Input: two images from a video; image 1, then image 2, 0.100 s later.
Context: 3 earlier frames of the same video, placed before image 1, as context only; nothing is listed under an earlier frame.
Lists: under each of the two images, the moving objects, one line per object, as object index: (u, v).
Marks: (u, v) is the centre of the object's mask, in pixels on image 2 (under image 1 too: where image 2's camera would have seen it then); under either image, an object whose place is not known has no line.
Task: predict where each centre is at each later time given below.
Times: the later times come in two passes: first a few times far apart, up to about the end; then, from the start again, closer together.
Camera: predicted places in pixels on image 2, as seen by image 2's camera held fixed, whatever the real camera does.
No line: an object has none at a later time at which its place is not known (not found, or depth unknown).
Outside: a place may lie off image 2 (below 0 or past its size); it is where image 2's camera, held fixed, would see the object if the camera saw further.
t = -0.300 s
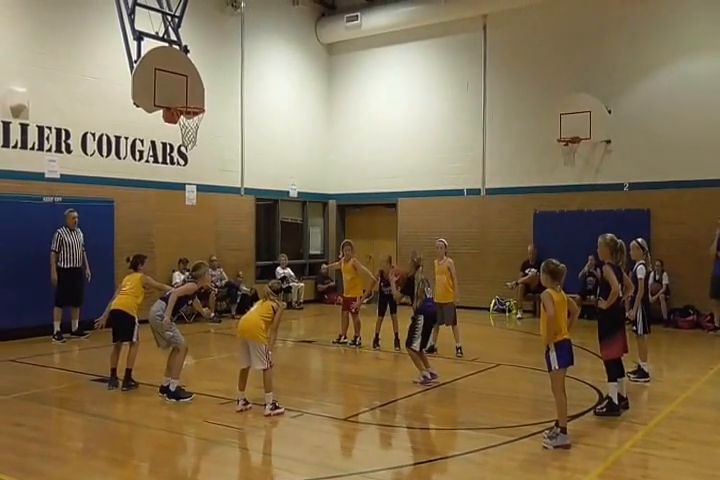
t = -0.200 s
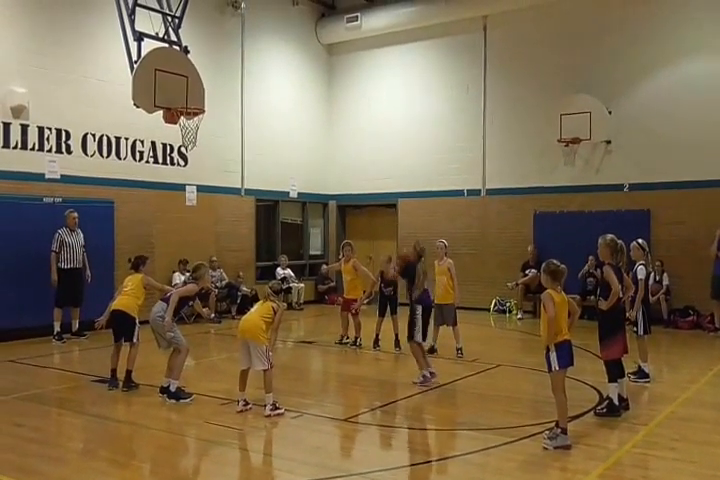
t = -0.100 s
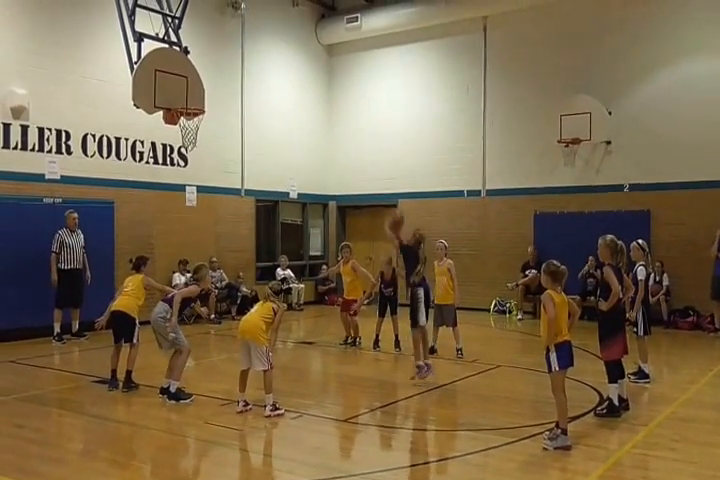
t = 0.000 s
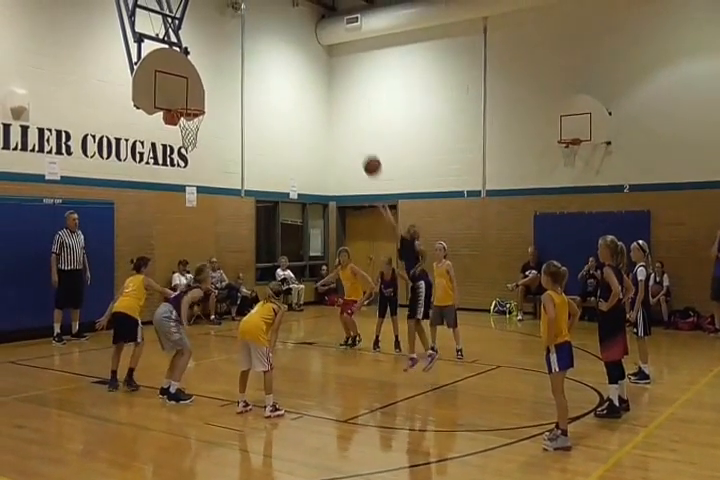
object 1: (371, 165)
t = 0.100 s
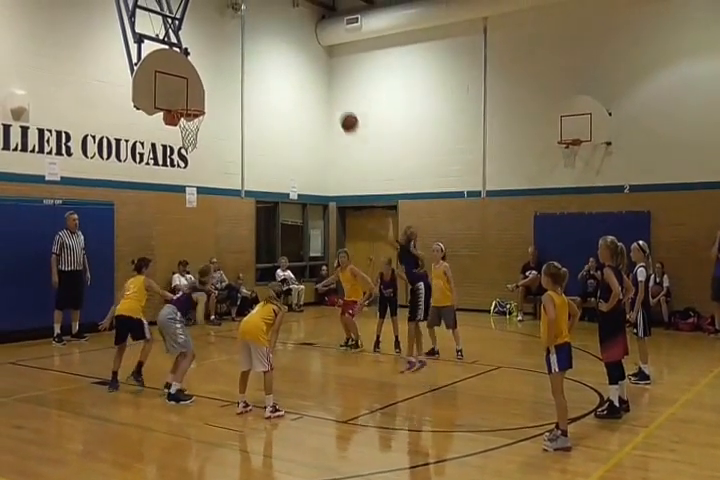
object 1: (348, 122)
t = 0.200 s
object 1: (327, 89)
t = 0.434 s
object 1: (279, 47)
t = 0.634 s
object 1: (241, 50)
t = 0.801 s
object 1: (212, 77)
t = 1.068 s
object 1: (180, 131)
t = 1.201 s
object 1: (178, 139)
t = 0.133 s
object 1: (341, 109)
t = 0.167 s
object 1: (334, 99)
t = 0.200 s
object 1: (327, 89)
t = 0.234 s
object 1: (320, 80)
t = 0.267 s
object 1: (313, 72)
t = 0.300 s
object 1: (306, 65)
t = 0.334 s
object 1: (299, 59)
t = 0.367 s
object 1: (292, 54)
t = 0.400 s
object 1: (286, 50)
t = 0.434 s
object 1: (279, 47)
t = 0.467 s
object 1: (272, 46)
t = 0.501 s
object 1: (266, 45)
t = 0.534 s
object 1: (260, 45)
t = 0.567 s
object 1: (253, 46)
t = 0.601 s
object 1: (248, 48)
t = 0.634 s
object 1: (241, 50)
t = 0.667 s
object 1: (235, 54)
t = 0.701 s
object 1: (230, 59)
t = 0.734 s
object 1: (224, 64)
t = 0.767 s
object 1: (218, 70)
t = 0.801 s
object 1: (212, 77)
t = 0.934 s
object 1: (193, 113)
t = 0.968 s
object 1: (187, 123)
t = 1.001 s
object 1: (182, 130)
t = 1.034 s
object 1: (181, 131)
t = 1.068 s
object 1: (180, 131)
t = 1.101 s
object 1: (179, 133)
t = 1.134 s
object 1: (179, 134)
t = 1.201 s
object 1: (178, 139)
